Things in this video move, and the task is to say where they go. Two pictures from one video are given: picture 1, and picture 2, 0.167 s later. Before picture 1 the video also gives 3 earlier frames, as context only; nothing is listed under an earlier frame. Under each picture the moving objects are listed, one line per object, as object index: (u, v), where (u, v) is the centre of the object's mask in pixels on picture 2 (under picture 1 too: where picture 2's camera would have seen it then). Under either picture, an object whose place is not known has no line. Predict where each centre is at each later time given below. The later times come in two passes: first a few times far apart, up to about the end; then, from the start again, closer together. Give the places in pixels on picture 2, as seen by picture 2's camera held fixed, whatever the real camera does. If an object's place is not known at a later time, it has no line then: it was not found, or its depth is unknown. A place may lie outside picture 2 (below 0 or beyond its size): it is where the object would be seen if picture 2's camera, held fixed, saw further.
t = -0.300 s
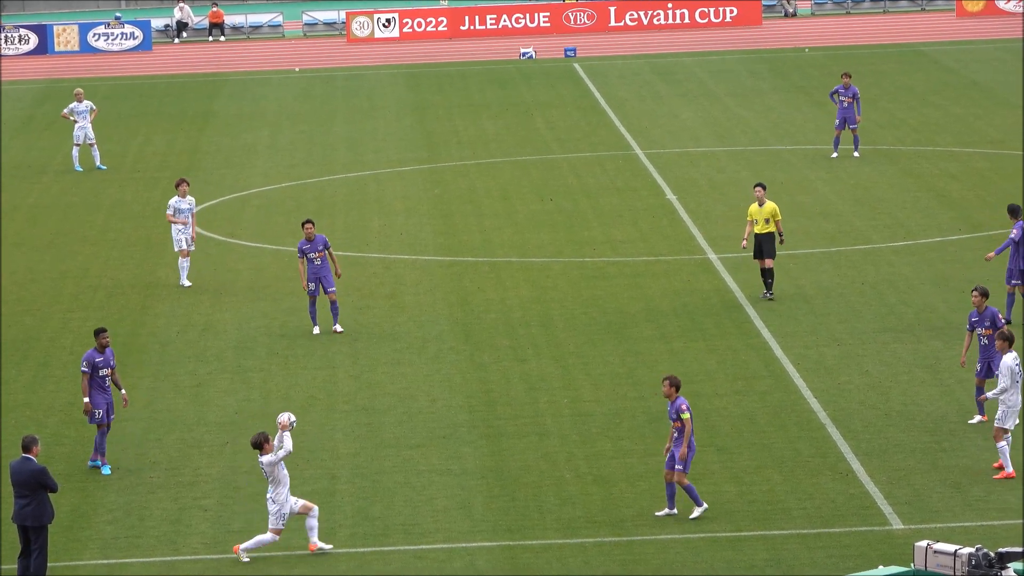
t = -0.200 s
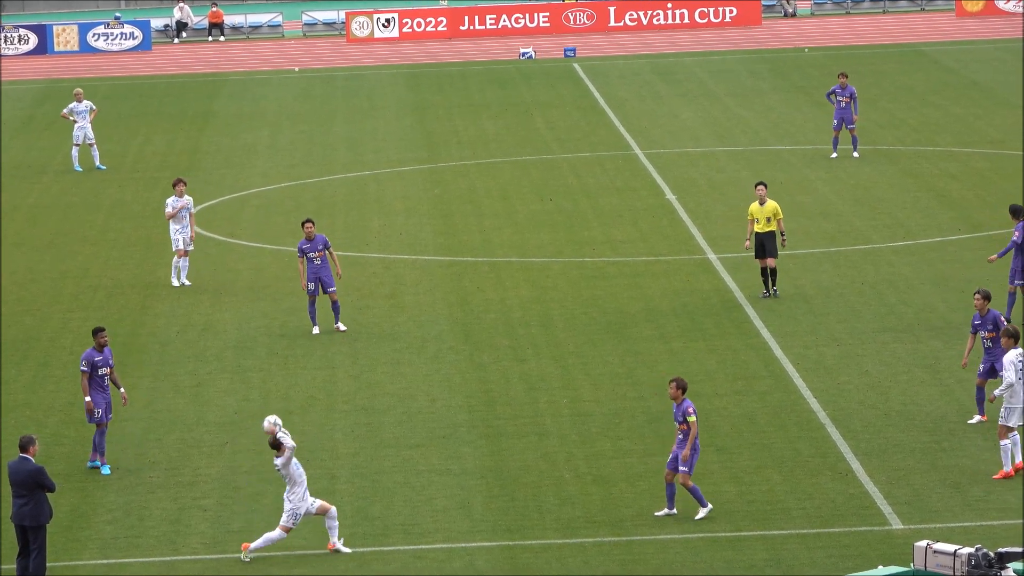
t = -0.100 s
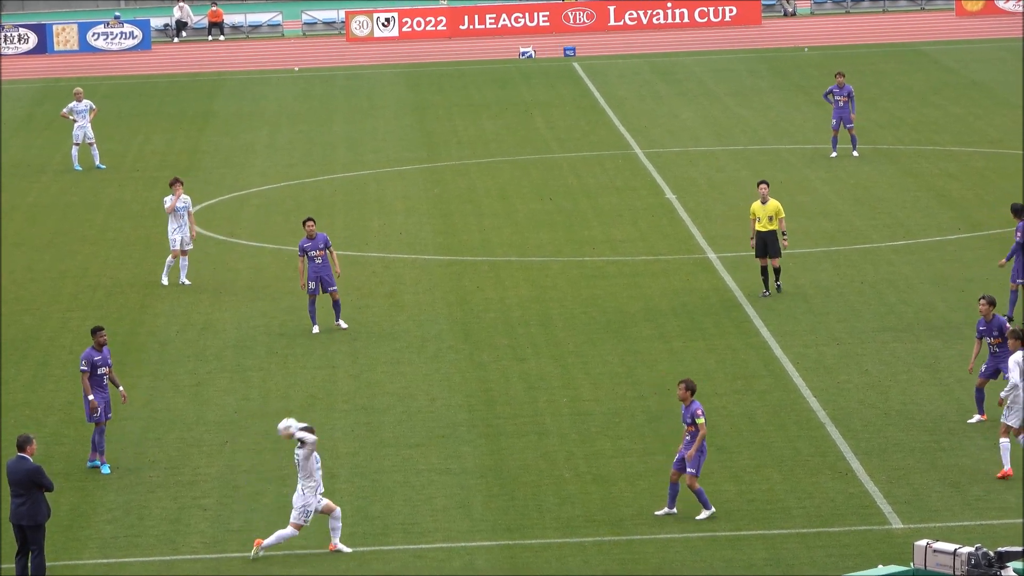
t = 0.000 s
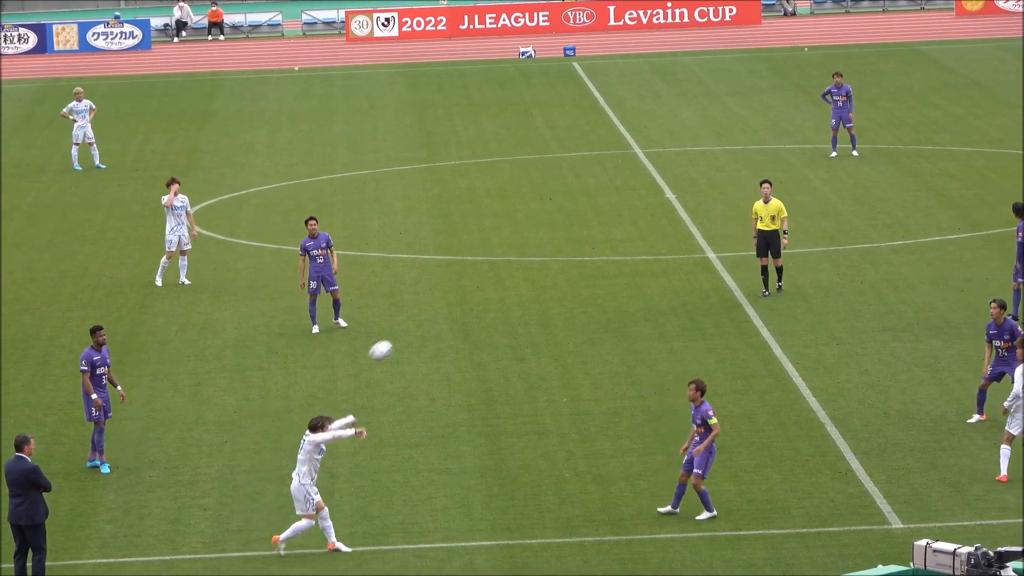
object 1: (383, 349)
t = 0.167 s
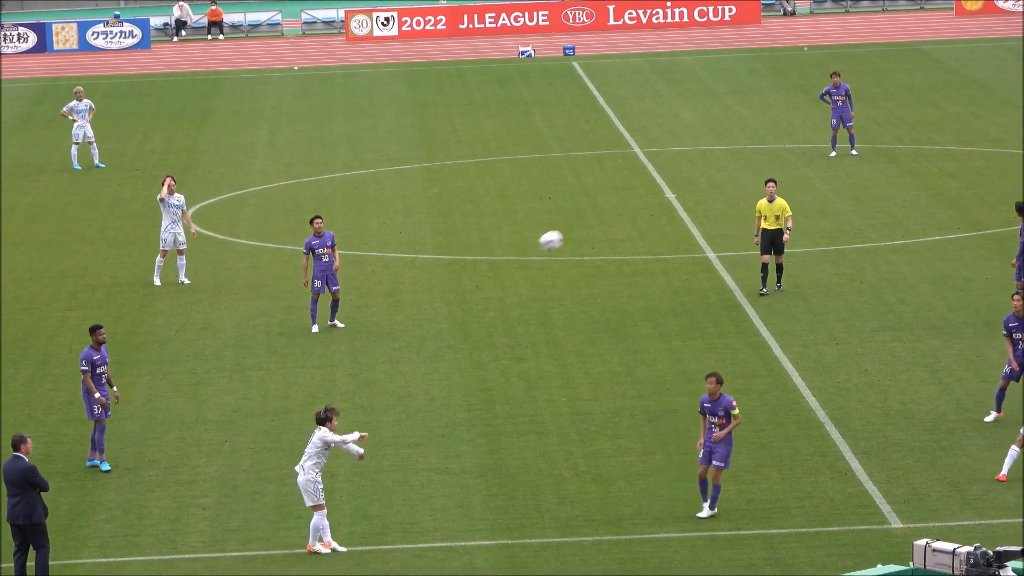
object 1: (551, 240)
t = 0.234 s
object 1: (619, 204)
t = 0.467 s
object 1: (853, 112)
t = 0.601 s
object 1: (990, 83)
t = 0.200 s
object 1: (585, 221)
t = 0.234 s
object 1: (619, 204)
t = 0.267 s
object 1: (652, 187)
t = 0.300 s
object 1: (685, 172)
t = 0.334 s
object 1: (719, 158)
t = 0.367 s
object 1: (753, 145)
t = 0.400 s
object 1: (787, 133)
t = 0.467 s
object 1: (853, 112)
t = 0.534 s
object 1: (921, 96)
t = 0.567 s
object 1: (953, 89)
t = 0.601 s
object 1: (990, 83)
